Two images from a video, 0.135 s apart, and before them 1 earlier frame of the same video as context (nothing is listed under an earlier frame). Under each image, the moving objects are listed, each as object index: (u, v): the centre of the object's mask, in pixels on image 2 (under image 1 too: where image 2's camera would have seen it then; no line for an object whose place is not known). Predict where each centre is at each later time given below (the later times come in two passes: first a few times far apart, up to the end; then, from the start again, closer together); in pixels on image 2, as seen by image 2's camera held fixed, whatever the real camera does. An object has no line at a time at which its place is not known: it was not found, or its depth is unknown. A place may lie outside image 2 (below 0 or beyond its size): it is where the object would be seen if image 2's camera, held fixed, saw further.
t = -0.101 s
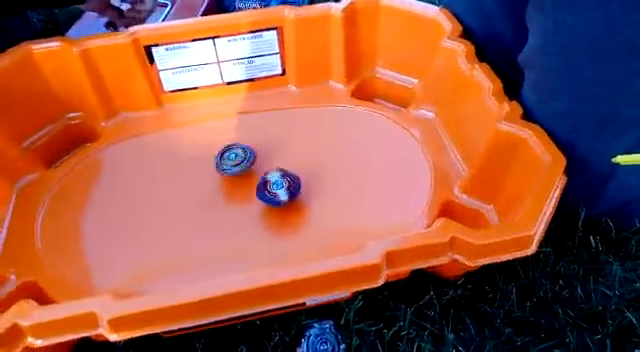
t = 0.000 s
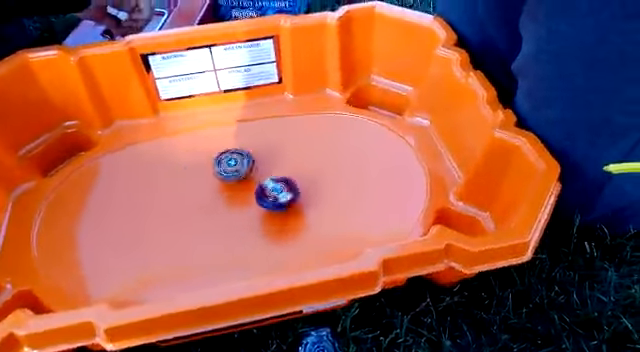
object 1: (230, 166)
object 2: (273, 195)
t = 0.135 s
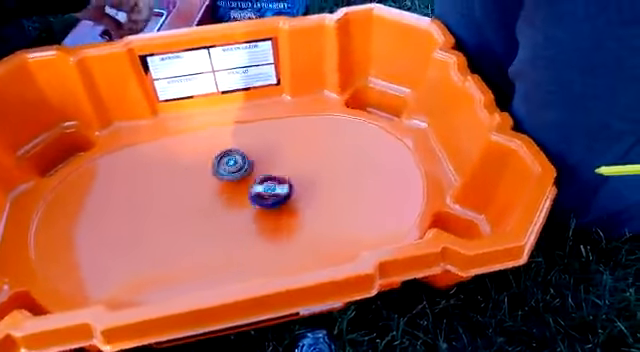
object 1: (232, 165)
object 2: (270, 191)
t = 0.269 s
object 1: (233, 167)
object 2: (272, 188)
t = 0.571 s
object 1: (222, 175)
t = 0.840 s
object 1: (231, 185)
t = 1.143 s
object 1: (229, 182)
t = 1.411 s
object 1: (216, 186)
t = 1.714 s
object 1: (210, 195)
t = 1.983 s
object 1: (214, 196)
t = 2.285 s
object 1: (209, 193)
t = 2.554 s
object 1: (208, 197)
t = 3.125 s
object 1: (207, 195)
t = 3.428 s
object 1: (206, 196)
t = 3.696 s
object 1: (208, 196)
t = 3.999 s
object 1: (206, 194)
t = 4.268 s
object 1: (204, 197)
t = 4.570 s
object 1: (200, 209)
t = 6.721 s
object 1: (203, 203)
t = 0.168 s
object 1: (232, 165)
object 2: (272, 191)
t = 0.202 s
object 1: (232, 165)
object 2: (272, 189)
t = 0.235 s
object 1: (232, 167)
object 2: (273, 188)
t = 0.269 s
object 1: (233, 167)
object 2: (272, 188)
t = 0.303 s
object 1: (234, 168)
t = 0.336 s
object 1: (235, 169)
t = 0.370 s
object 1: (230, 168)
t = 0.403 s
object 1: (225, 169)
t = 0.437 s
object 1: (223, 170)
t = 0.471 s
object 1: (224, 172)
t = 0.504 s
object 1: (224, 171)
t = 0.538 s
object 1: (222, 173)
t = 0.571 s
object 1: (222, 175)
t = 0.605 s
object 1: (223, 177)
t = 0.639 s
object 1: (224, 177)
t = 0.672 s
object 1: (224, 179)
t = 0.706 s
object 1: (225, 180)
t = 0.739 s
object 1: (228, 182)
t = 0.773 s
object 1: (229, 182)
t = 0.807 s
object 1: (230, 183)
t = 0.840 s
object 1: (231, 185)
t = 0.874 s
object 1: (231, 185)
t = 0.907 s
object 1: (229, 184)
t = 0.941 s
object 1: (231, 184)
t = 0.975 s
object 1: (232, 183)
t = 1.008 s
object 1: (230, 182)
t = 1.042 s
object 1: (230, 183)
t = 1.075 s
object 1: (230, 182)
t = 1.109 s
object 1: (229, 182)
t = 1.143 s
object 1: (229, 182)
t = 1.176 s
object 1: (228, 181)
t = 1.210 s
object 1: (223, 180)
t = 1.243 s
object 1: (222, 182)
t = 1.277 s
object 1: (221, 183)
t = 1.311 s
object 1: (220, 182)
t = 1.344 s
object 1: (218, 182)
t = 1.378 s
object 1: (217, 184)
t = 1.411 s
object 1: (216, 186)
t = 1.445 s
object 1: (217, 187)
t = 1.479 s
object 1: (216, 189)
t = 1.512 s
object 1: (217, 191)
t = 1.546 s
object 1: (213, 191)
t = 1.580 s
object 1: (210, 192)
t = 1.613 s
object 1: (209, 193)
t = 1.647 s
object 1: (209, 194)
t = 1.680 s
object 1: (210, 195)
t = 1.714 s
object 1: (210, 195)
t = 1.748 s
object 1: (210, 196)
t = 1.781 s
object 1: (211, 197)
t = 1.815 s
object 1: (212, 197)
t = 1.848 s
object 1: (212, 197)
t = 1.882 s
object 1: (213, 197)
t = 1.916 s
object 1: (213, 196)
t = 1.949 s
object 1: (213, 196)
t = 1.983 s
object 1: (214, 196)
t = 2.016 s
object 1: (215, 195)
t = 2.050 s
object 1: (214, 195)
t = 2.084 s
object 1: (214, 194)
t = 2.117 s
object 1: (214, 193)
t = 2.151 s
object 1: (213, 193)
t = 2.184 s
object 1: (212, 193)
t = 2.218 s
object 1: (211, 192)
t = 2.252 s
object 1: (209, 193)
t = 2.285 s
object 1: (209, 193)
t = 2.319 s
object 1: (209, 193)
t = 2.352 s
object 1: (210, 193)
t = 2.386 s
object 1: (209, 193)
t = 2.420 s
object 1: (208, 194)
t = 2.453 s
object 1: (208, 194)
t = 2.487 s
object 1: (209, 195)
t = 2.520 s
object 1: (208, 195)
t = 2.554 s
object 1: (208, 197)
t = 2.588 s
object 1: (208, 197)
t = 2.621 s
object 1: (208, 197)
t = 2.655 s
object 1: (209, 198)
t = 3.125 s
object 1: (207, 195)
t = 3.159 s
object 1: (206, 194)
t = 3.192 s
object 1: (207, 194)
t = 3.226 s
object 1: (206, 194)
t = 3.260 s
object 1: (206, 194)
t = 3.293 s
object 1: (206, 194)
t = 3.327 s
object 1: (207, 195)
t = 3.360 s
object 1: (207, 195)
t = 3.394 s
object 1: (205, 196)
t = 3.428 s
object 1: (206, 196)
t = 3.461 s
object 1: (207, 197)
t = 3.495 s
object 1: (207, 197)
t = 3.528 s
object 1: (207, 197)
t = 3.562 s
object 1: (207, 197)
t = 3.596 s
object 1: (208, 197)
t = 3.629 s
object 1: (208, 196)
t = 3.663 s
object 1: (209, 196)
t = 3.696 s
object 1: (208, 196)
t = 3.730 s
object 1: (208, 195)
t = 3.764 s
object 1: (207, 195)
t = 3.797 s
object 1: (207, 195)
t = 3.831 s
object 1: (207, 194)
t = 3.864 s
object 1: (205, 194)
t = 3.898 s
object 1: (204, 195)
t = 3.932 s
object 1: (204, 195)
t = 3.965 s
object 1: (204, 195)
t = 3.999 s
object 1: (206, 194)
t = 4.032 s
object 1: (205, 194)
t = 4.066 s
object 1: (204, 194)
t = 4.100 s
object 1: (204, 195)
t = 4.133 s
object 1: (205, 196)
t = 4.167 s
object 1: (206, 196)
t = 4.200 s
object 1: (205, 196)
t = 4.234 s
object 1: (204, 196)
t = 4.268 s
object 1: (204, 197)
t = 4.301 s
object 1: (204, 198)
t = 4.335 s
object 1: (204, 199)
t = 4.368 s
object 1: (202, 200)
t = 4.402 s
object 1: (198, 204)
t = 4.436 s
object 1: (197, 207)
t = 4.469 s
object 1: (200, 208)
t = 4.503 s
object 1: (199, 207)
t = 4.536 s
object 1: (199, 209)
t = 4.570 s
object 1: (200, 209)
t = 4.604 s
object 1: (200, 211)
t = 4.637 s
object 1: (202, 211)
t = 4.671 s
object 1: (203, 211)
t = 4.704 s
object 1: (204, 211)
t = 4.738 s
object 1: (207, 210)
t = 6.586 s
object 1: (201, 194)
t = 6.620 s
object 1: (202, 198)
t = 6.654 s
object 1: (201, 199)
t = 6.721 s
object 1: (203, 203)
